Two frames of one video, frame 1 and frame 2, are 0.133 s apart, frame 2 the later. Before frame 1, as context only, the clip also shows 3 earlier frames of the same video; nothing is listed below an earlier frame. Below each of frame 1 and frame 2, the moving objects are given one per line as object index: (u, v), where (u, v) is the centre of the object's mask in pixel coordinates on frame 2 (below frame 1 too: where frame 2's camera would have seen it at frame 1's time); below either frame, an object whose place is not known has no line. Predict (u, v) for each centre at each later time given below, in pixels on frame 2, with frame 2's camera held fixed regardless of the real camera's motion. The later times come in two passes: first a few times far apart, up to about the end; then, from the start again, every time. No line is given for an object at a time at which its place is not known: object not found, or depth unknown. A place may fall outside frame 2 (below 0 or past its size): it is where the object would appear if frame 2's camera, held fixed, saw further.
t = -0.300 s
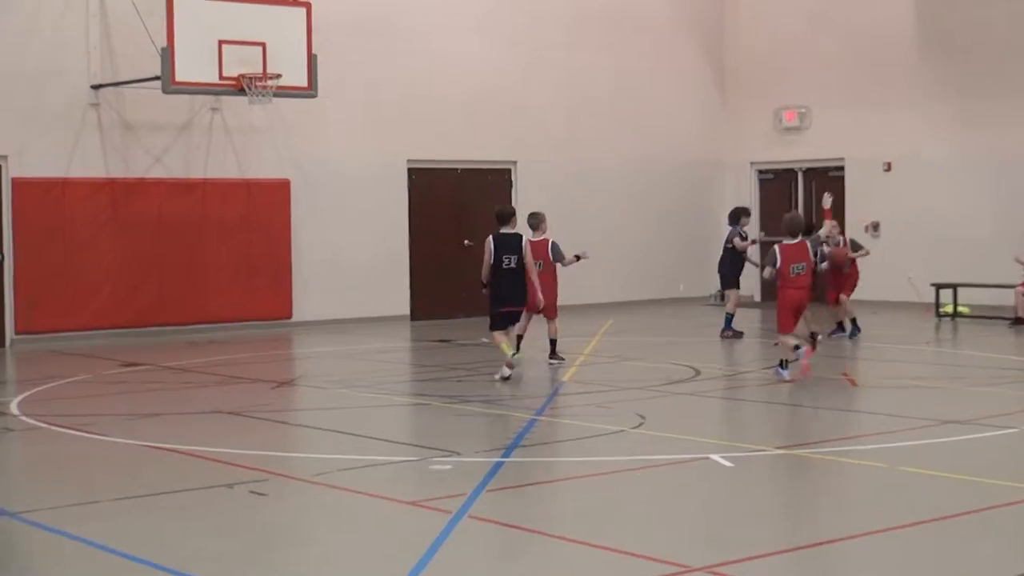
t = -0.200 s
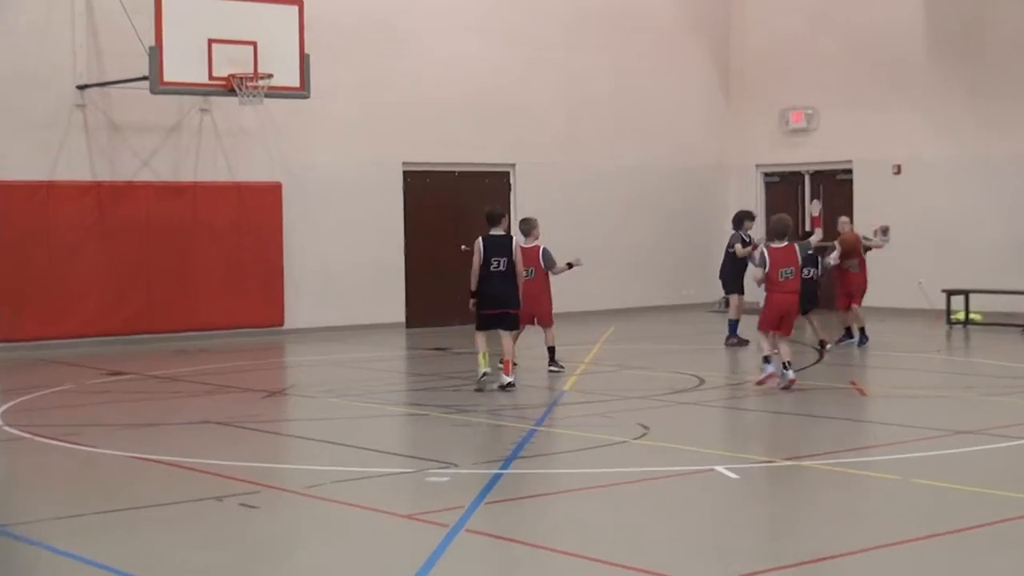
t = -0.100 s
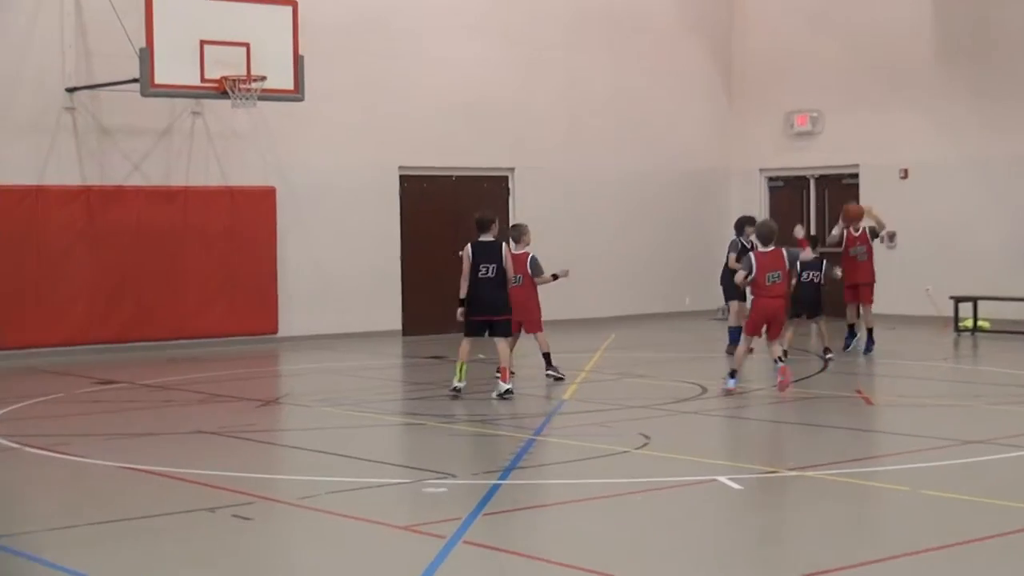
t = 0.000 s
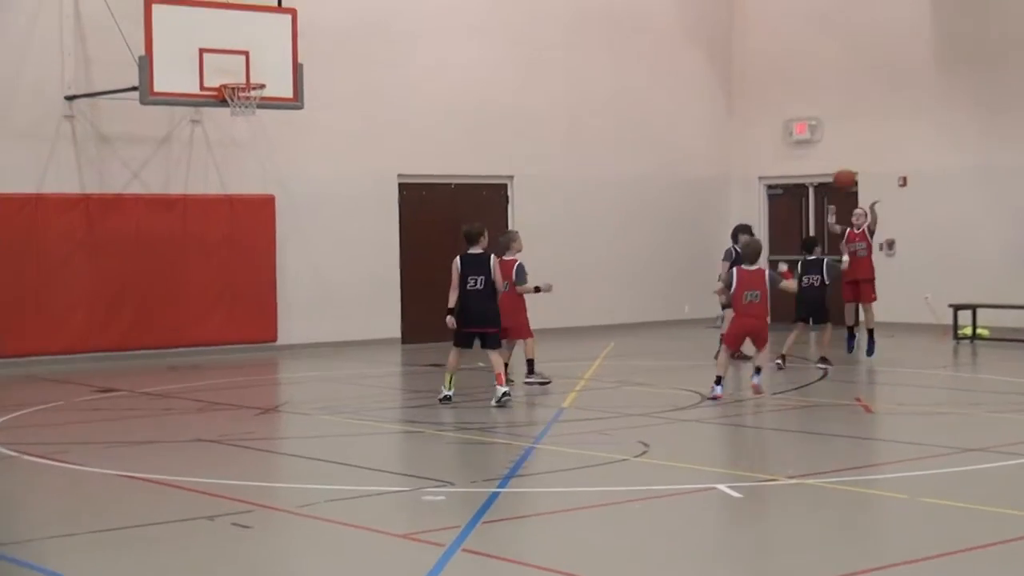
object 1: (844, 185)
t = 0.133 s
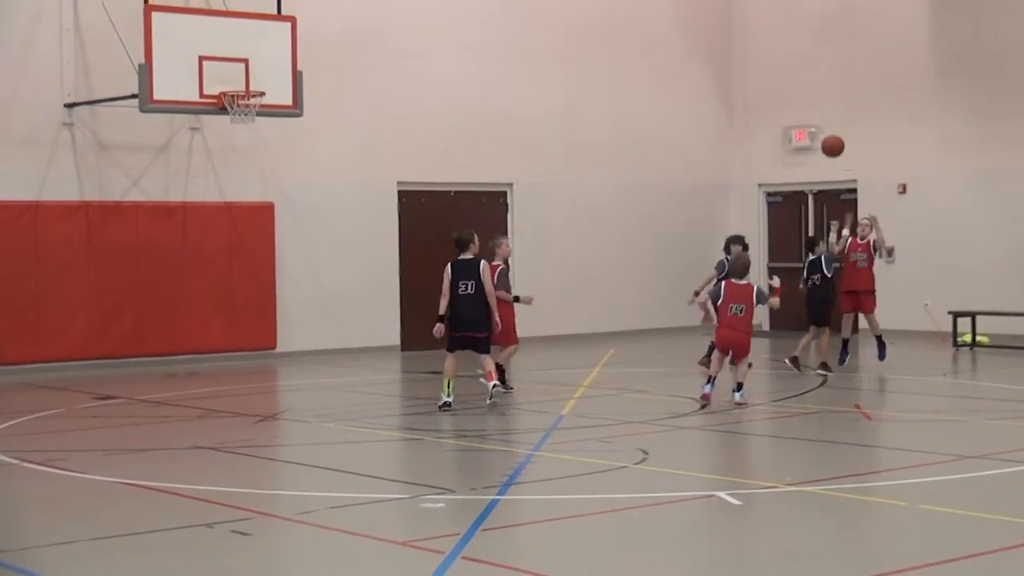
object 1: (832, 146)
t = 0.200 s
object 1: (827, 131)
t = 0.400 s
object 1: (811, 110)
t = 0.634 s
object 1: (787, 142)
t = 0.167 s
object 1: (830, 138)
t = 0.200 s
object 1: (827, 131)
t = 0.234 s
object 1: (824, 125)
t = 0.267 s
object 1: (822, 120)
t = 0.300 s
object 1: (819, 116)
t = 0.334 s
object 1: (817, 113)
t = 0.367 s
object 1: (814, 111)
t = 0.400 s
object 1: (811, 110)
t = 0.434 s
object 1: (807, 111)
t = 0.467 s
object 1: (804, 112)
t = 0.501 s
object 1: (801, 116)
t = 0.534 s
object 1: (798, 120)
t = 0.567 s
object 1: (794, 126)
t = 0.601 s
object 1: (791, 133)
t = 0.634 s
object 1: (787, 142)
